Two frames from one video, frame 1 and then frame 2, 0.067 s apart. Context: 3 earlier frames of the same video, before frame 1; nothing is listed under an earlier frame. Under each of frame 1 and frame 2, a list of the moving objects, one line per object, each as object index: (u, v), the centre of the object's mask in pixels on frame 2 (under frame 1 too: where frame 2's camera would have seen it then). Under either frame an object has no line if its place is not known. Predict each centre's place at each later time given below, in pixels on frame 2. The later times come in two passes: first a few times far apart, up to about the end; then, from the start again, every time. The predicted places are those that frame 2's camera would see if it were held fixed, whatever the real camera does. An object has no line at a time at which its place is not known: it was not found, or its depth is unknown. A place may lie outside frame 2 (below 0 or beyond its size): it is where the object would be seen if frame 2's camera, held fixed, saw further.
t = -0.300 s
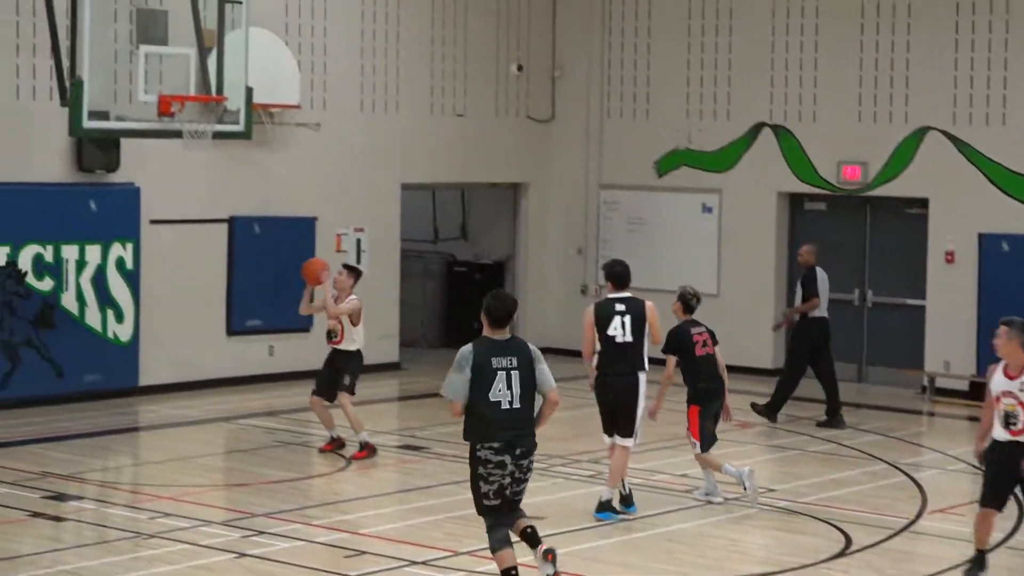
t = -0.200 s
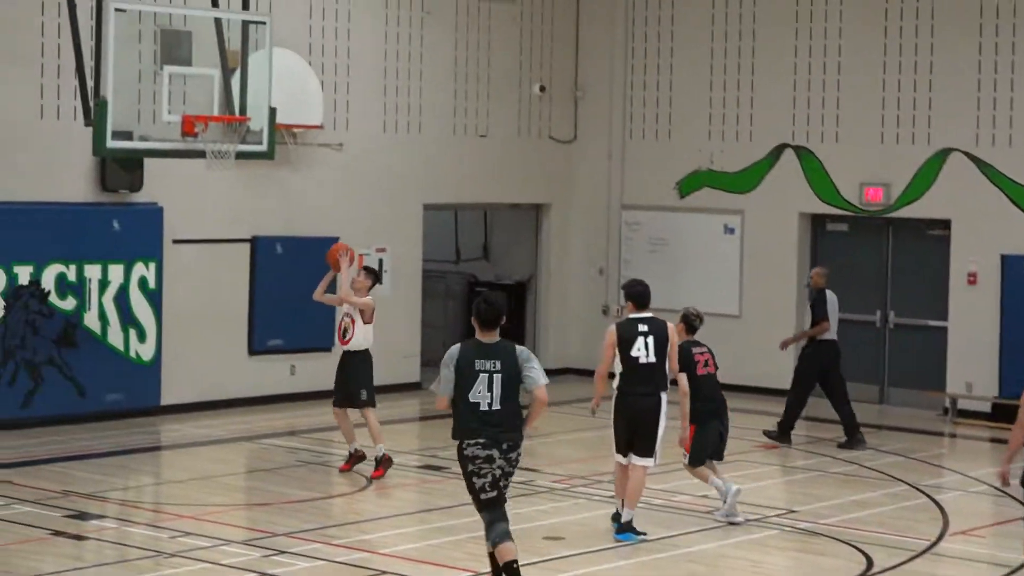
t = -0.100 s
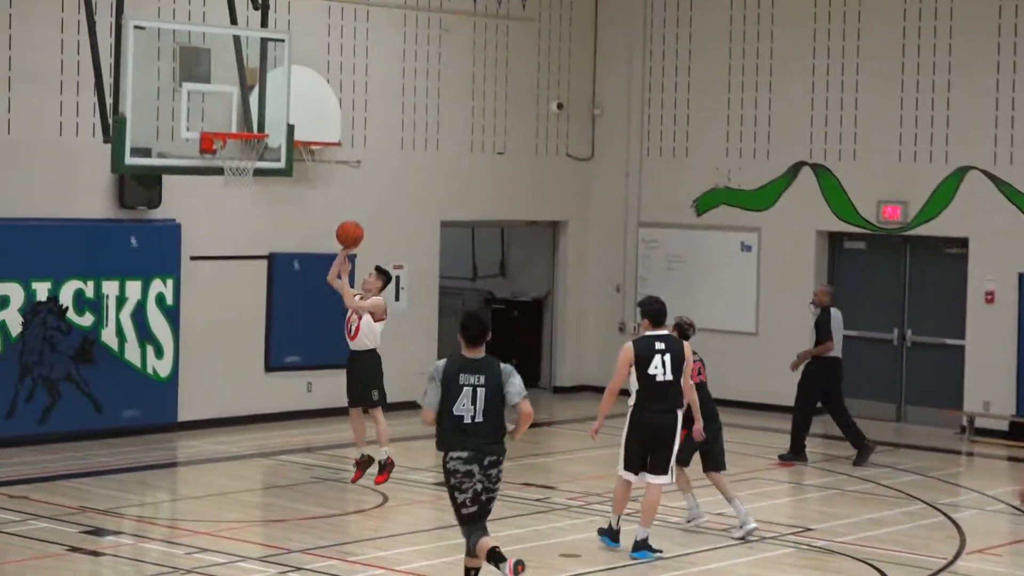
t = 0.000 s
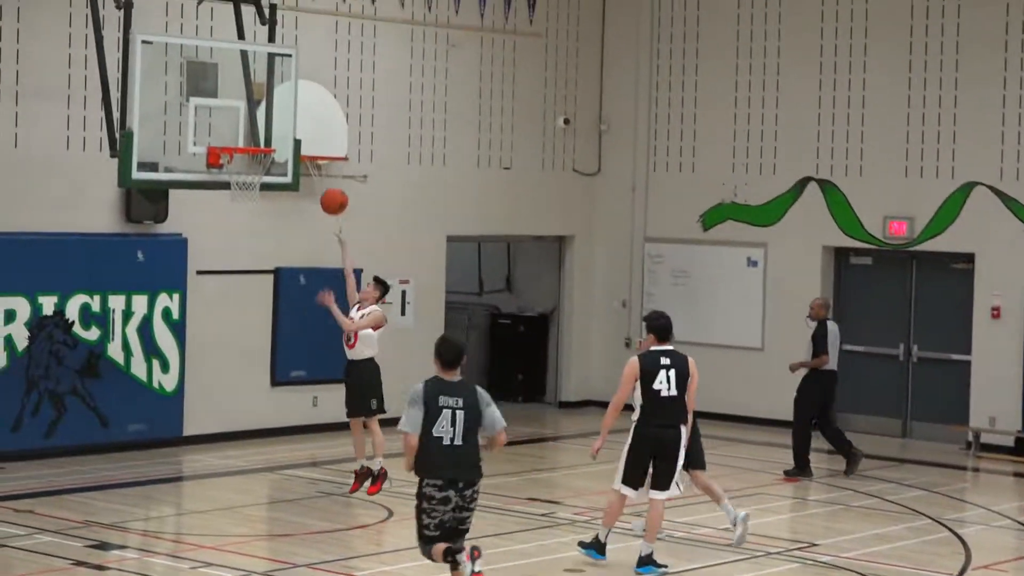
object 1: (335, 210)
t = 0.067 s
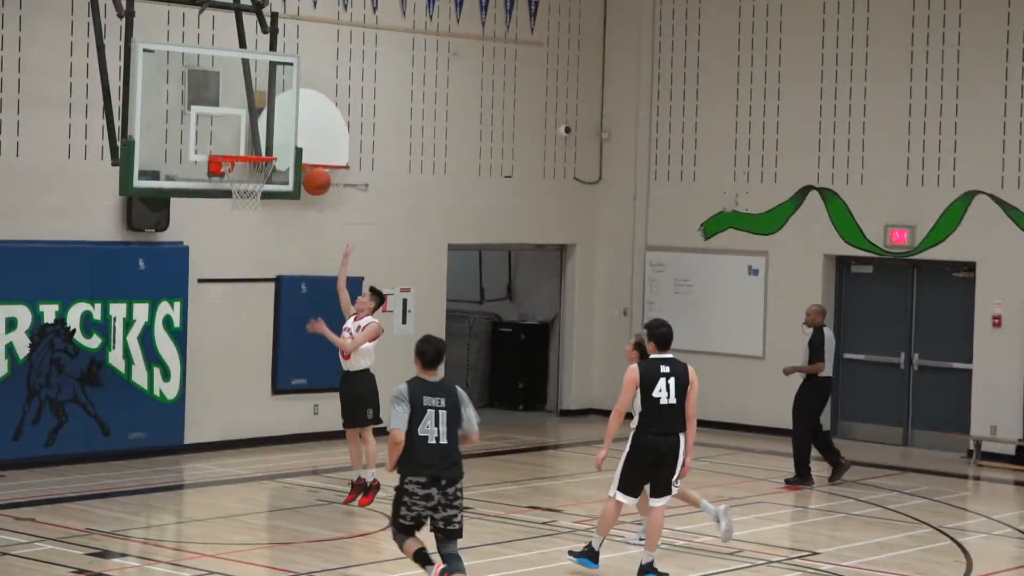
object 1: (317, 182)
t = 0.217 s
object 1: (274, 138)
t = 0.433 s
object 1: (250, 125)
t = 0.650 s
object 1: (248, 166)
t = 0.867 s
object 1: (244, 200)
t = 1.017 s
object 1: (243, 223)
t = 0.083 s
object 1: (312, 176)
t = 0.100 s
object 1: (308, 170)
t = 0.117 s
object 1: (303, 164)
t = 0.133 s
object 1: (298, 159)
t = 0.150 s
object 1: (293, 155)
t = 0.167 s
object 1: (289, 150)
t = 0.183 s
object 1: (285, 145)
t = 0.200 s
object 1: (279, 141)
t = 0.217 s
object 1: (274, 138)
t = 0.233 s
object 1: (270, 135)
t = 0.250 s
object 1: (265, 132)
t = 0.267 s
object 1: (260, 129)
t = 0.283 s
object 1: (255, 126)
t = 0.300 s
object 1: (250, 125)
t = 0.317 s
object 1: (248, 123)
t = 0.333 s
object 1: (248, 123)
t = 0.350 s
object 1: (249, 122)
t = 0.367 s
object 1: (249, 122)
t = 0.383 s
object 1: (249, 122)
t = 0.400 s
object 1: (249, 123)
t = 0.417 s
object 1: (249, 124)
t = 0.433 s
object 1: (250, 125)
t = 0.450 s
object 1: (250, 127)
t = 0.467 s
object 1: (250, 129)
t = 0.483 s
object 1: (250, 131)
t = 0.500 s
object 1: (250, 134)
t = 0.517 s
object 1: (250, 136)
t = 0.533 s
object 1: (251, 140)
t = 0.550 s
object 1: (251, 143)
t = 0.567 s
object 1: (251, 145)
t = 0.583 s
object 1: (251, 148)
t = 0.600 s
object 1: (251, 156)
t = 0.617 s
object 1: (250, 156)
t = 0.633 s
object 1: (249, 162)
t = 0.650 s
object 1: (248, 166)
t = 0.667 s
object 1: (248, 171)
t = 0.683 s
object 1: (247, 174)
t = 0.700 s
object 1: (246, 179)
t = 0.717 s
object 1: (246, 181)
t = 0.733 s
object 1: (246, 185)
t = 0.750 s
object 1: (245, 188)
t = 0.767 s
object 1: (243, 202)
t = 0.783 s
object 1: (244, 201)
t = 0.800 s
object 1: (244, 201)
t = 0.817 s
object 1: (243, 200)
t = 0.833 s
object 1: (244, 200)
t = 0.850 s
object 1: (244, 200)
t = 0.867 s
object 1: (244, 200)
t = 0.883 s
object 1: (244, 201)
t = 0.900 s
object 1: (244, 203)
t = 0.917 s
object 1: (244, 205)
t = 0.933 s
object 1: (244, 207)
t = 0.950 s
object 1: (244, 209)
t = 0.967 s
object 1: (244, 213)
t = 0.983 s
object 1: (243, 216)
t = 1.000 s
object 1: (243, 219)
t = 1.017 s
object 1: (243, 223)
